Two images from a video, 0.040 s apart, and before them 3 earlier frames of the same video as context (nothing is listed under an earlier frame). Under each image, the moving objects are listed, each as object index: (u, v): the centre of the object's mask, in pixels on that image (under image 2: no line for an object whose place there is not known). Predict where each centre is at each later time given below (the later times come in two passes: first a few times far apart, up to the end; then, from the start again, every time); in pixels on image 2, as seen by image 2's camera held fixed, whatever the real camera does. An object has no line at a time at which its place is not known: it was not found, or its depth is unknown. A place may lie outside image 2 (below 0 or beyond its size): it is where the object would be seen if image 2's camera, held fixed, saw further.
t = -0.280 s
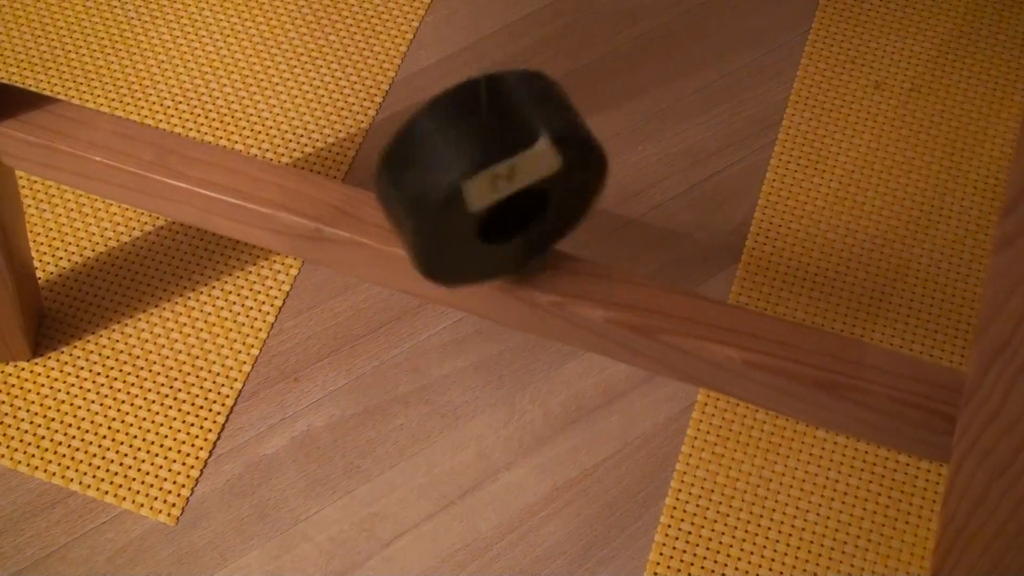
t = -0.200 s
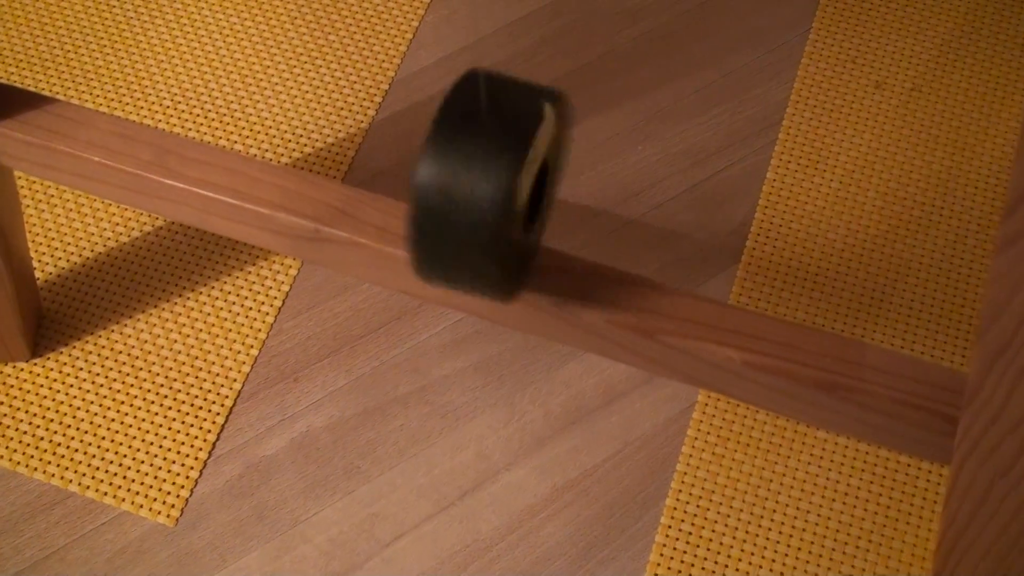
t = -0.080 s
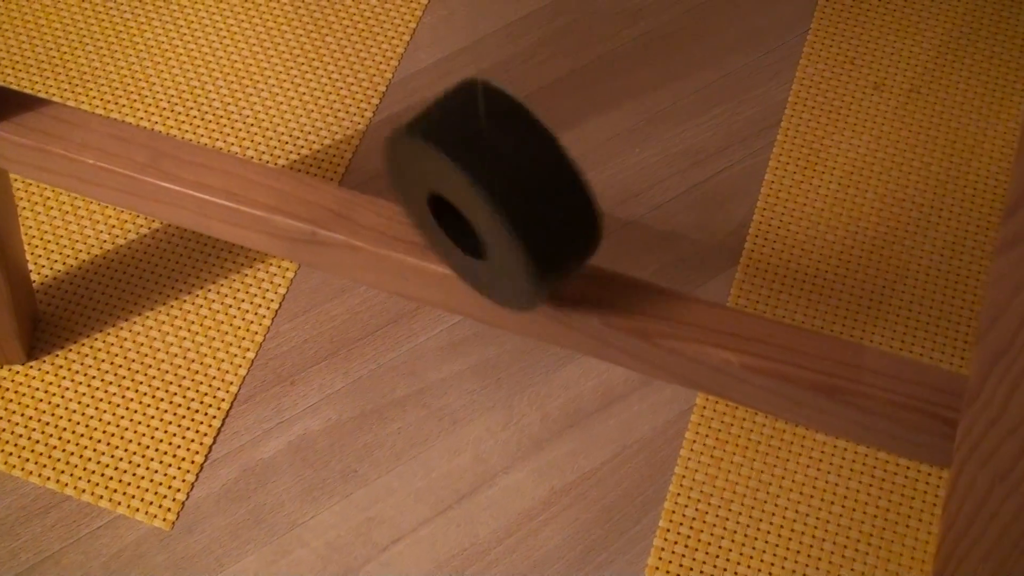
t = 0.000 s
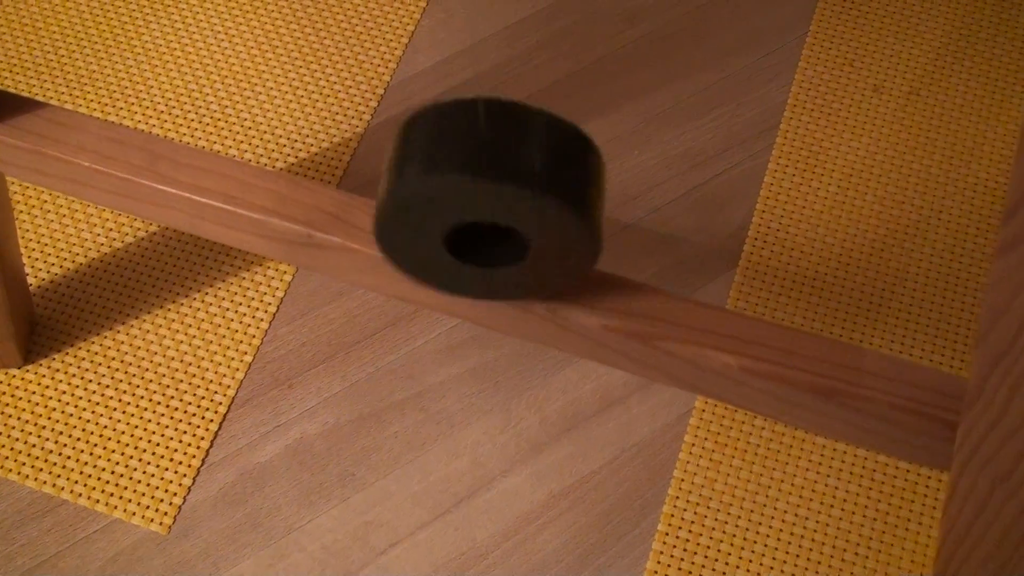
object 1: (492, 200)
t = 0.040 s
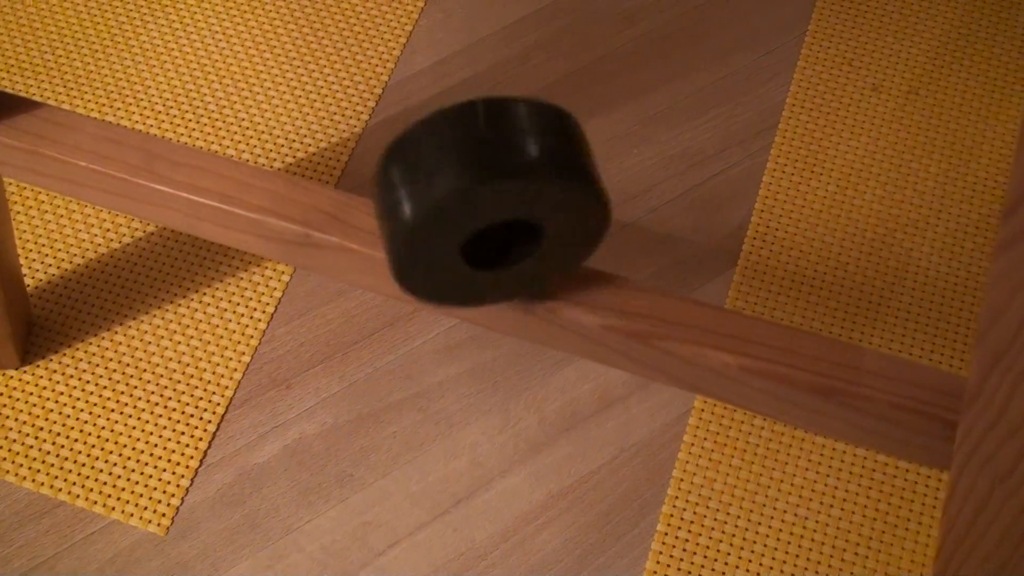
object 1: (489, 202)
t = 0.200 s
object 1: (495, 207)
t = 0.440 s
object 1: (497, 191)
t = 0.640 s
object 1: (493, 178)
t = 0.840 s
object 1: (477, 181)
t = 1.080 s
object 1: (484, 196)
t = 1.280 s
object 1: (502, 206)
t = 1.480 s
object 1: (498, 198)
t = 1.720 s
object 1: (496, 182)
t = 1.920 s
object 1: (483, 179)
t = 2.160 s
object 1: (480, 192)
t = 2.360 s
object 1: (499, 203)
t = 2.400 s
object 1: (499, 204)
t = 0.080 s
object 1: (490, 203)
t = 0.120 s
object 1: (490, 205)
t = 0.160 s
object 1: (492, 207)
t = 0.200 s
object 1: (495, 207)
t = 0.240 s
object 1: (505, 205)
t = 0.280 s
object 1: (504, 203)
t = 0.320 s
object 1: (503, 200)
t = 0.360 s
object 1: (502, 196)
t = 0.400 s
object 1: (500, 194)
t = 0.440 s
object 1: (497, 191)
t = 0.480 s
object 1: (494, 189)
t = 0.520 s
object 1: (493, 186)
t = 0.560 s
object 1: (498, 184)
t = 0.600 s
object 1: (496, 181)
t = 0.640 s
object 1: (493, 178)
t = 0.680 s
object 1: (489, 177)
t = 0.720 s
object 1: (486, 177)
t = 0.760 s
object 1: (482, 177)
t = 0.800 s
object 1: (478, 179)
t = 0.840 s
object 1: (477, 181)
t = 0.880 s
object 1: (477, 183)
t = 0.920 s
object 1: (485, 187)
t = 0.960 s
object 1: (487, 189)
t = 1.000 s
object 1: (485, 191)
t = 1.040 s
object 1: (483, 192)
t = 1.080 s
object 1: (484, 196)
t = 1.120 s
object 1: (486, 200)
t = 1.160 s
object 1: (488, 203)
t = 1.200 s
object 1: (490, 205)
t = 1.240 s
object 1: (494, 207)
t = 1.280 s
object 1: (502, 206)
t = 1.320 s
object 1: (502, 205)
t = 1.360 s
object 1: (502, 203)
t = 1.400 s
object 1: (501, 202)
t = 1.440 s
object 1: (500, 200)
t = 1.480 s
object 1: (498, 198)
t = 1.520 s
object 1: (498, 197)
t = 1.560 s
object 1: (496, 194)
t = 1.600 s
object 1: (502, 192)
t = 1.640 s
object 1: (505, 189)
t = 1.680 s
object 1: (499, 184)
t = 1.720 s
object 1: (496, 182)
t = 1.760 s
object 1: (492, 180)
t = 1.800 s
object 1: (488, 178)
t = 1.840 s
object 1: (485, 179)
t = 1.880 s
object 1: (483, 179)
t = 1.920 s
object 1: (483, 179)
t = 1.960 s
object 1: (489, 181)
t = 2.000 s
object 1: (485, 181)
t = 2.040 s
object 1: (483, 183)
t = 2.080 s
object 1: (481, 185)
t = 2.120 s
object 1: (481, 189)
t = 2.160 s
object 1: (480, 192)
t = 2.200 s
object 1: (482, 196)
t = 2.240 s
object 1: (483, 199)
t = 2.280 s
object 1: (494, 200)
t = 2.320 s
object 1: (496, 203)
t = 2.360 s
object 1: (499, 203)
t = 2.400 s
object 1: (499, 204)
